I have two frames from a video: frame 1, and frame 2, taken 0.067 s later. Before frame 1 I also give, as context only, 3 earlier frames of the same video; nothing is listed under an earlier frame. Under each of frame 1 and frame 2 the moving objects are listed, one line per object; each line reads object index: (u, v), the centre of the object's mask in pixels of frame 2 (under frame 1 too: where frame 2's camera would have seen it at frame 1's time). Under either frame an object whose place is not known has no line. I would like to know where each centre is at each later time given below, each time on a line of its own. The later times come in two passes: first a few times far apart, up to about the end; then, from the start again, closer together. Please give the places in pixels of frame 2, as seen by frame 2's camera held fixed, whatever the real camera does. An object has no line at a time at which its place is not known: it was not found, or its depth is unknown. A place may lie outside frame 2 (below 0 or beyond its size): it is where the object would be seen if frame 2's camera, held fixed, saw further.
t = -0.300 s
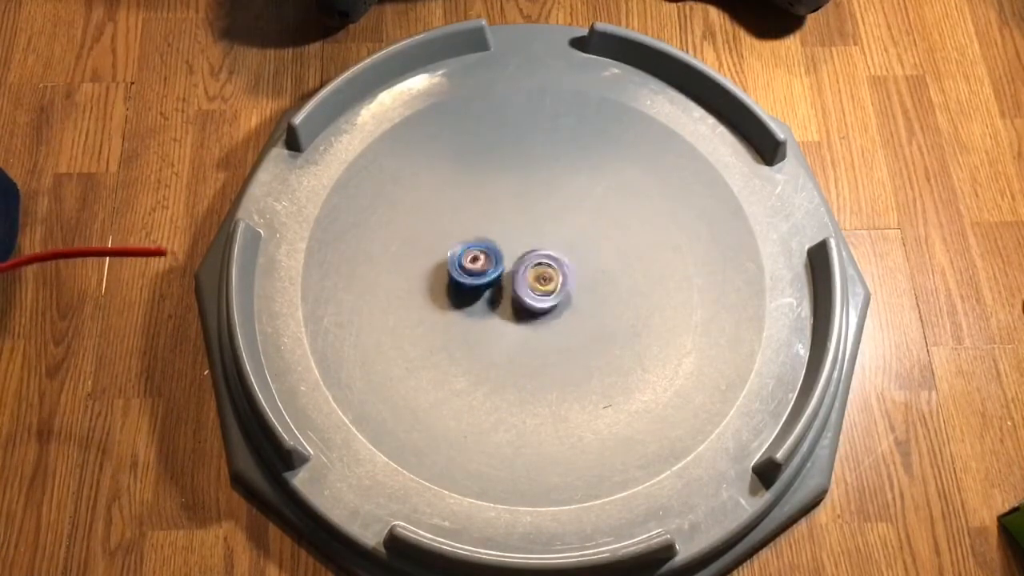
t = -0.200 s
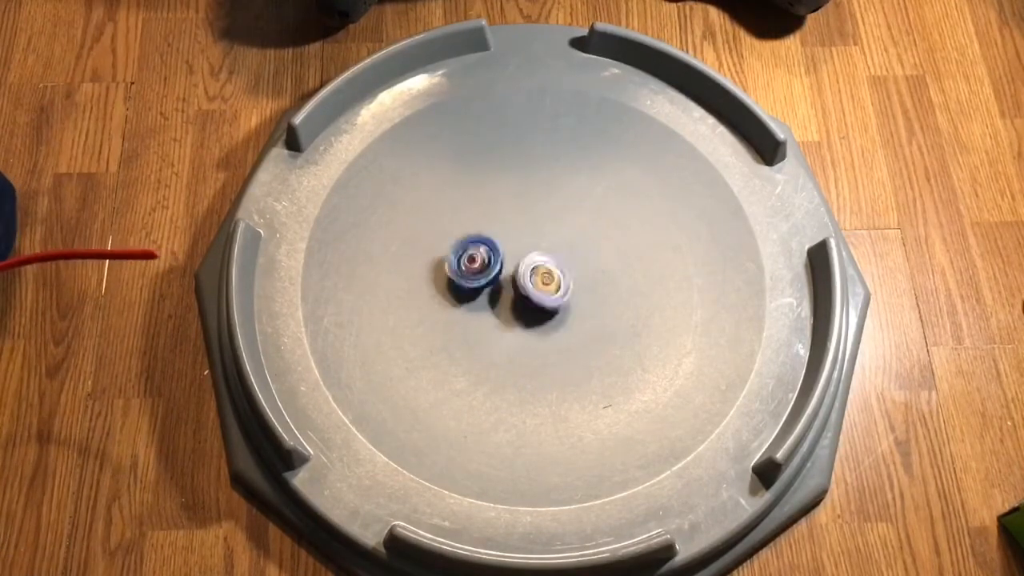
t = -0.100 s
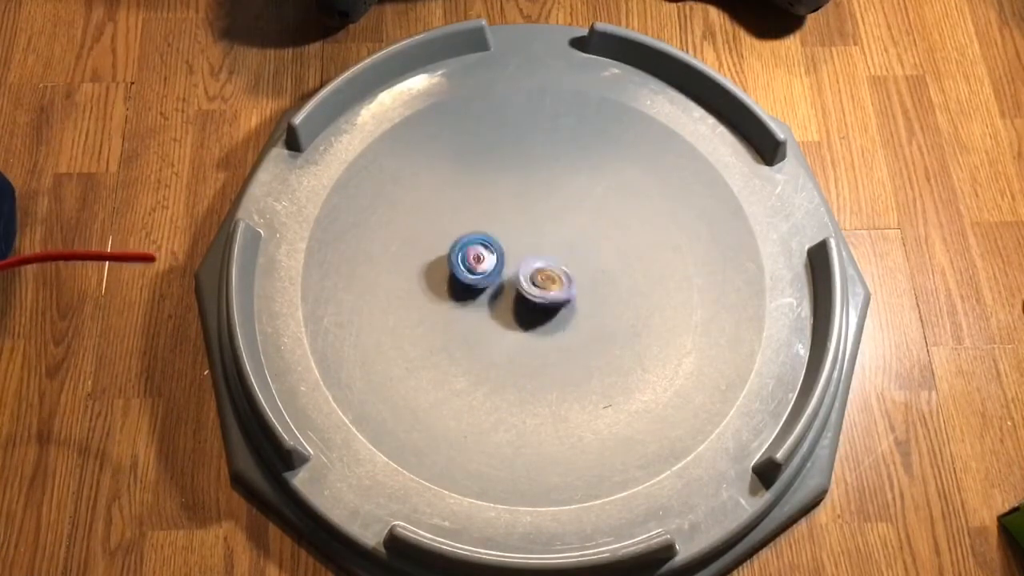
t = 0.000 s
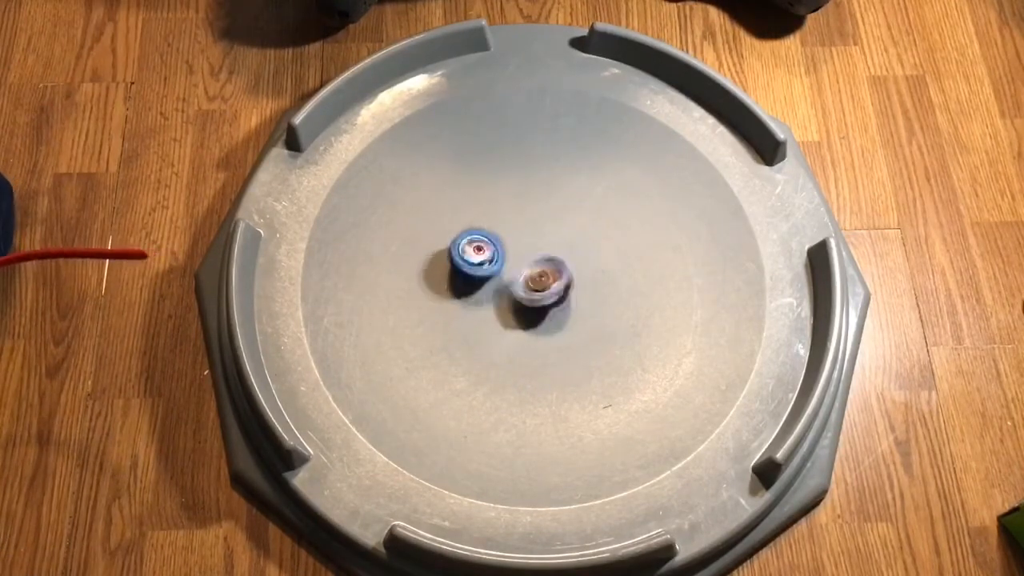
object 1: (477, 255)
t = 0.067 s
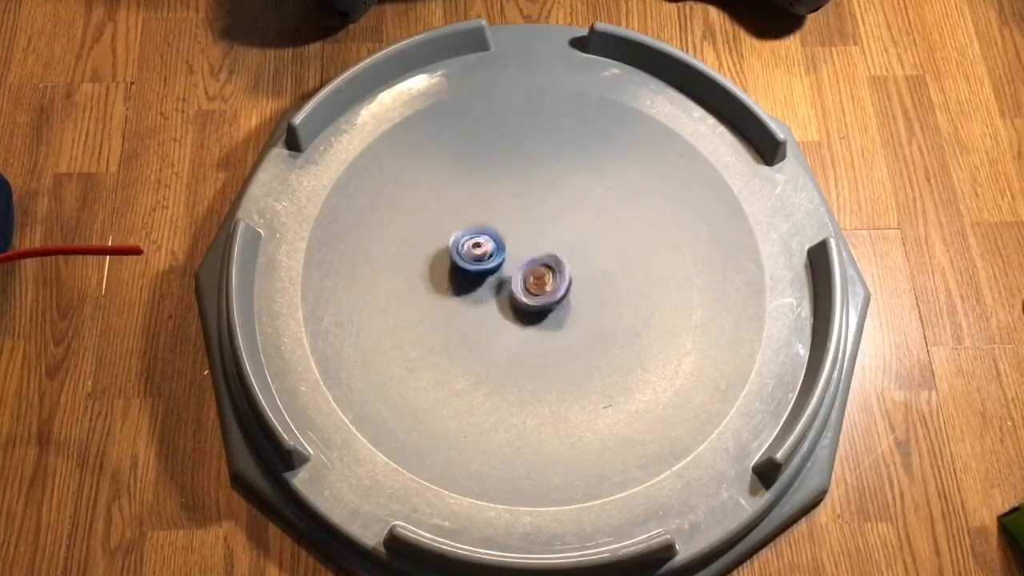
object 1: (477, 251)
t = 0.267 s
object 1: (481, 250)
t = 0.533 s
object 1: (479, 254)
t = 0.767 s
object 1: (491, 255)
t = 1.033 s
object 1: (497, 242)
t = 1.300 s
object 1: (494, 237)
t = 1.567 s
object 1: (497, 240)
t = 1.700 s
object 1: (498, 244)
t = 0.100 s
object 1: (478, 252)
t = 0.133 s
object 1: (480, 253)
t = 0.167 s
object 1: (481, 252)
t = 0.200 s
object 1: (481, 251)
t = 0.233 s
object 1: (480, 251)
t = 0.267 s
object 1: (481, 250)
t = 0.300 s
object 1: (482, 250)
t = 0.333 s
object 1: (483, 250)
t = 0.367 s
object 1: (480, 250)
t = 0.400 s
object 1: (476, 251)
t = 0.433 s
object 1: (476, 253)
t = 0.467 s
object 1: (476, 254)
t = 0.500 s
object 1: (477, 254)
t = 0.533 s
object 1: (479, 254)
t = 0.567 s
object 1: (481, 254)
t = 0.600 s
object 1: (482, 254)
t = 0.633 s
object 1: (483, 254)
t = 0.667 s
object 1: (484, 254)
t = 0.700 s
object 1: (488, 256)
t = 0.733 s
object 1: (489, 256)
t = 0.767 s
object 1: (491, 255)
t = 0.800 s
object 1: (494, 254)
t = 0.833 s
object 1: (496, 255)
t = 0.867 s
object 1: (497, 253)
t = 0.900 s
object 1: (496, 251)
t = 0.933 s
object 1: (496, 247)
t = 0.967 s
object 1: (498, 246)
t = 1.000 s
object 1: (497, 244)
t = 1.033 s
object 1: (497, 242)
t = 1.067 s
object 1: (497, 241)
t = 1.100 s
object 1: (496, 240)
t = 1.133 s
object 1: (496, 239)
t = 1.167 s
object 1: (495, 238)
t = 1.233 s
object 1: (495, 237)
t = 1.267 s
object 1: (495, 237)
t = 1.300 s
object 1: (494, 237)
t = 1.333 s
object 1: (495, 237)
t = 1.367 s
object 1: (495, 238)
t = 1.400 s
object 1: (496, 240)
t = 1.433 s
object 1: (498, 242)
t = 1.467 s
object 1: (498, 242)
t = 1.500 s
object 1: (497, 241)
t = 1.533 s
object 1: (497, 241)
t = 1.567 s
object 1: (497, 240)
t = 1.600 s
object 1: (497, 241)
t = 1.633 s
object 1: (497, 241)
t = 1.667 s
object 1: (497, 243)
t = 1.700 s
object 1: (498, 244)
